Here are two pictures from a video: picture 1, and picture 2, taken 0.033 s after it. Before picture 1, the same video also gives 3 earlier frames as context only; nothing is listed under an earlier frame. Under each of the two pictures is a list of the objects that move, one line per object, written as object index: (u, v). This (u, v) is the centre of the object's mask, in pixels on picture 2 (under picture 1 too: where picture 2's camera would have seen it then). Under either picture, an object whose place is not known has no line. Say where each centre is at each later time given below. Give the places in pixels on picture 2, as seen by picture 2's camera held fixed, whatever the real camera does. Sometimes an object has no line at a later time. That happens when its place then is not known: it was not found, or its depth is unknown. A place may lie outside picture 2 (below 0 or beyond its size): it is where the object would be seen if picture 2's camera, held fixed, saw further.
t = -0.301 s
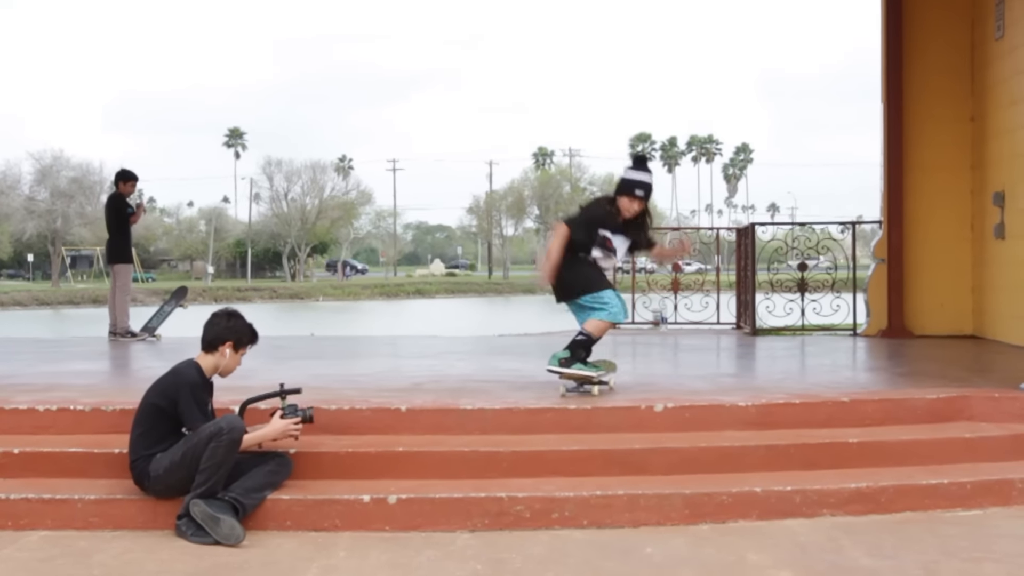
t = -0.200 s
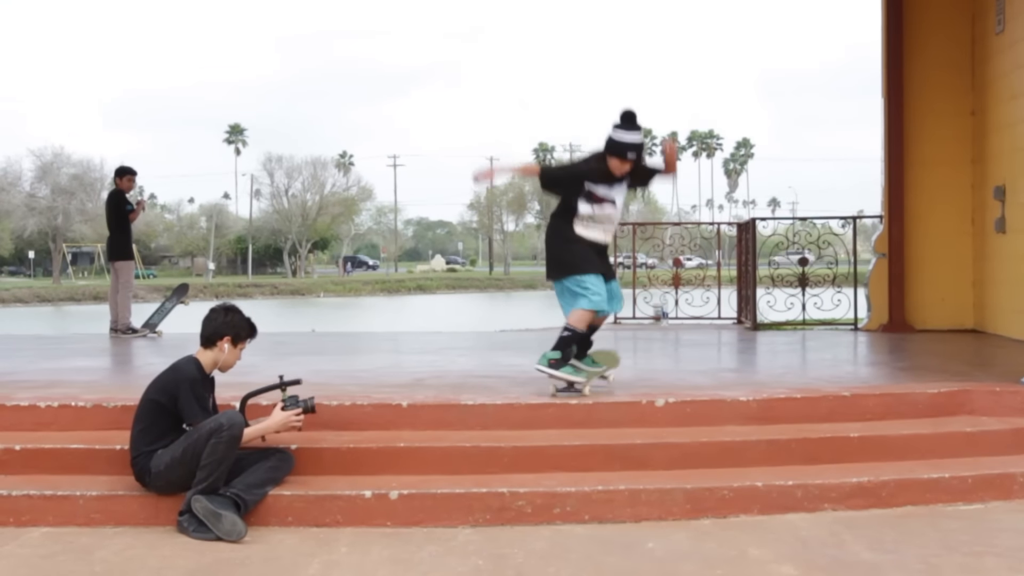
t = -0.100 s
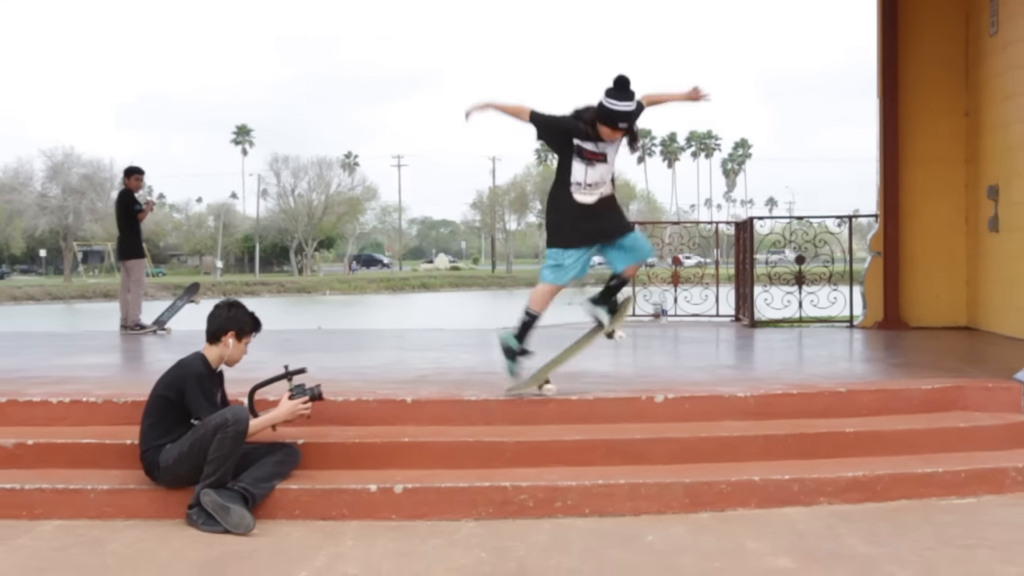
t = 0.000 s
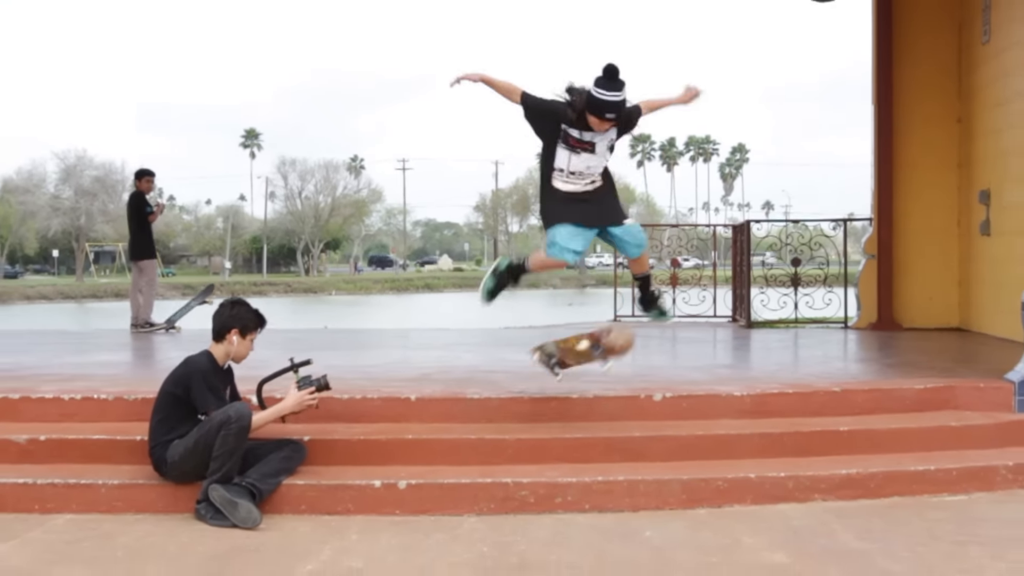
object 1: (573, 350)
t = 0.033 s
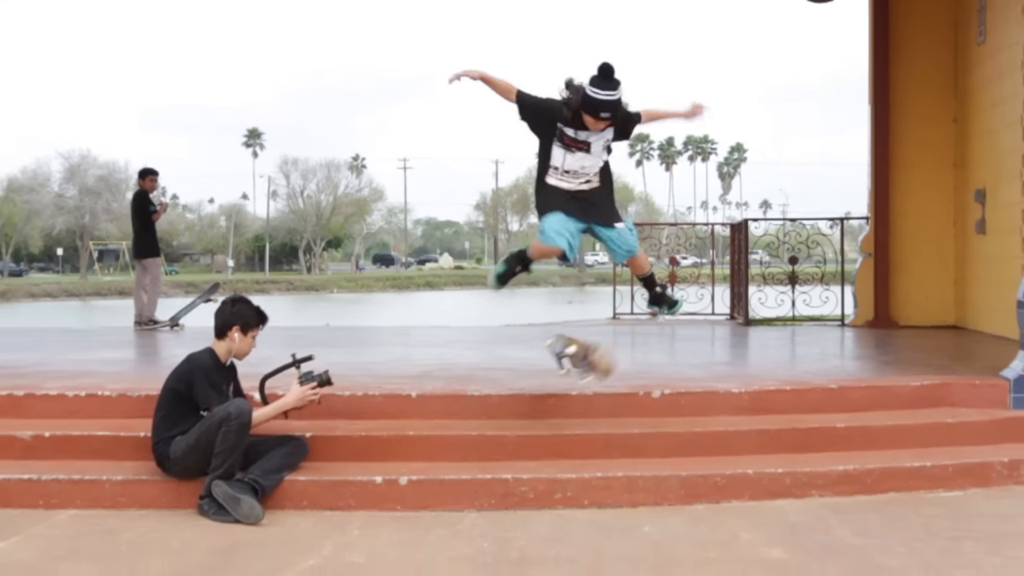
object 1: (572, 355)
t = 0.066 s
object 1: (574, 366)
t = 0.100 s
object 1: (575, 377)
